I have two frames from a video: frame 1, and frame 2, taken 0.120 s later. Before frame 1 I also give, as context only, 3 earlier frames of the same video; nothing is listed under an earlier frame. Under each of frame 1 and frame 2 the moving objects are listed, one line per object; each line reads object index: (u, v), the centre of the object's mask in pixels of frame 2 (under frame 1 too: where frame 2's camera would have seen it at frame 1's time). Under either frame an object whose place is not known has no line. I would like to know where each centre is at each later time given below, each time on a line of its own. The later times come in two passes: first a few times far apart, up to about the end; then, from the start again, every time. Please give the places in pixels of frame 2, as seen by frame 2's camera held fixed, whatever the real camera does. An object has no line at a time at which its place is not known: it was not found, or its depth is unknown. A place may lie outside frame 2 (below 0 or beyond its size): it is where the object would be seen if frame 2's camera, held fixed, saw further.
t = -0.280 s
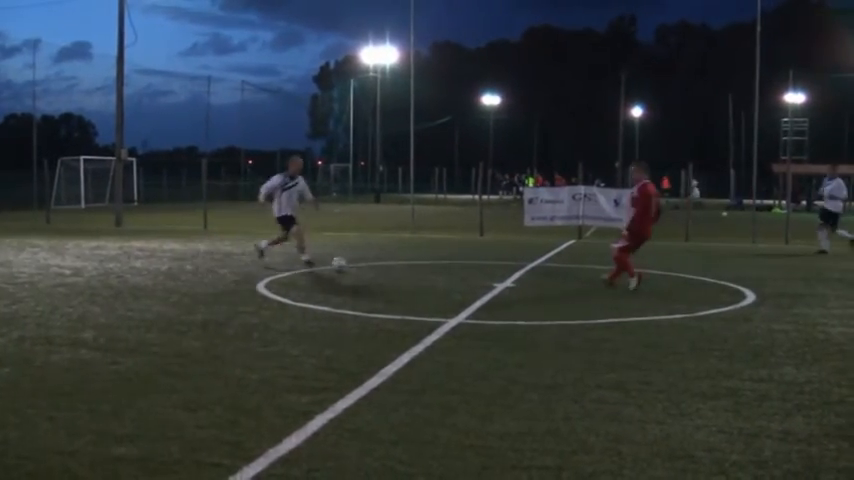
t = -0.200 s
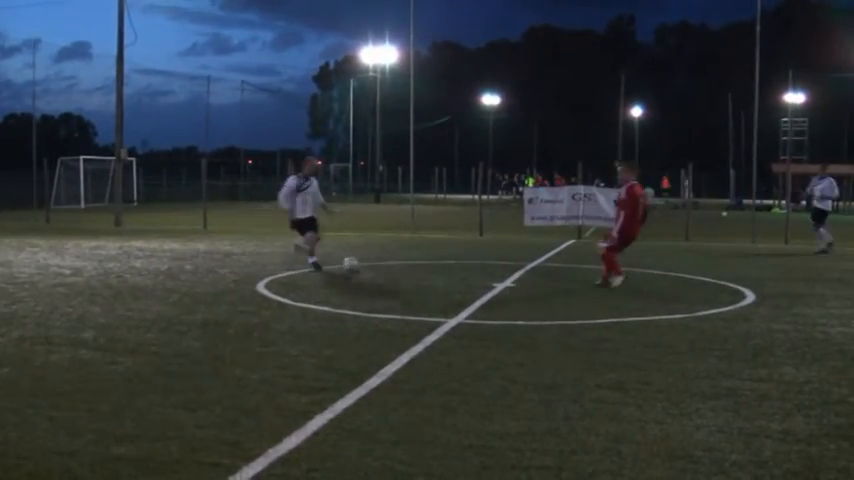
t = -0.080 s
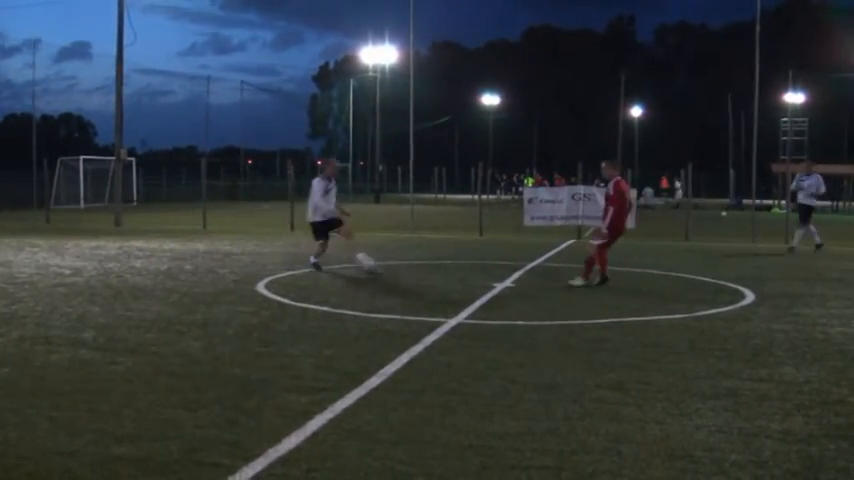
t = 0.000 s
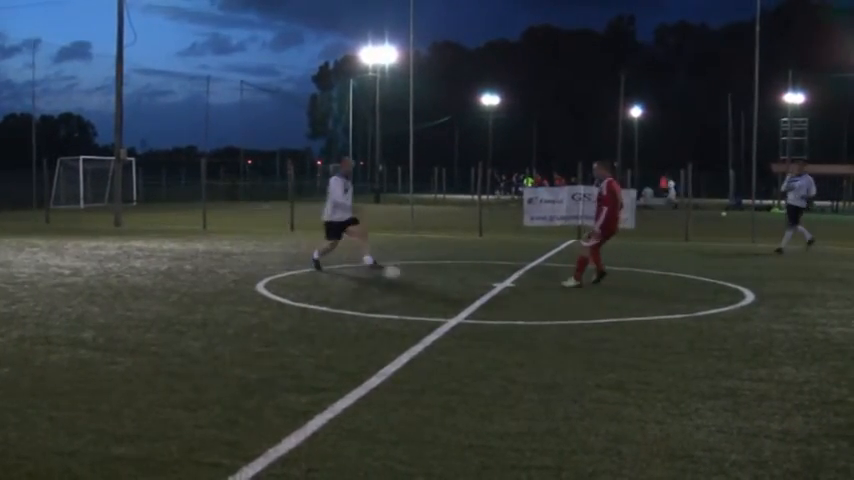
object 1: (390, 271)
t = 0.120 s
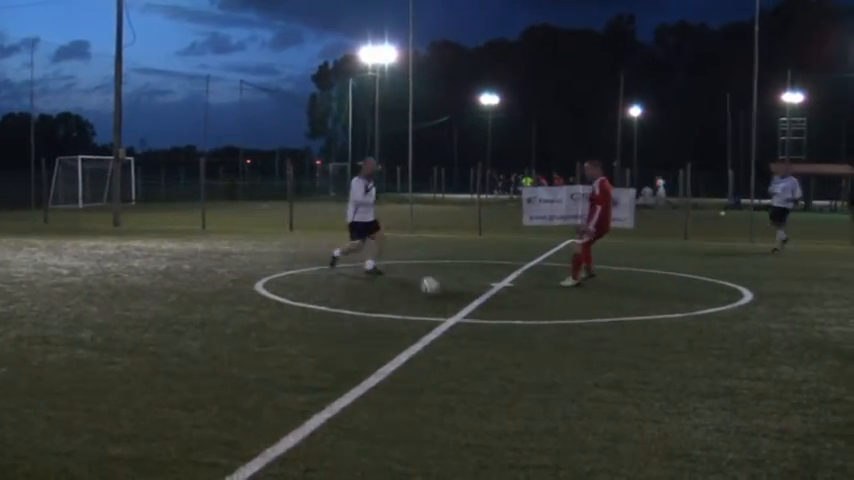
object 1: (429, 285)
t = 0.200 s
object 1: (458, 293)
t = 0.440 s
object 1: (560, 329)
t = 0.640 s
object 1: (679, 372)
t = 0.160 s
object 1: (444, 290)
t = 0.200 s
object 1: (458, 293)
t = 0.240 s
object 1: (473, 298)
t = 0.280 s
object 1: (490, 307)
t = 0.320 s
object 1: (506, 314)
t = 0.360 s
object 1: (523, 316)
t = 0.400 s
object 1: (542, 321)
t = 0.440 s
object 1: (560, 329)
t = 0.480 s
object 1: (582, 339)
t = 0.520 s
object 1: (605, 354)
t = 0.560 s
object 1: (628, 358)
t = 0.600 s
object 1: (653, 363)
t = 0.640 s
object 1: (679, 372)
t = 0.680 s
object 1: (709, 382)
